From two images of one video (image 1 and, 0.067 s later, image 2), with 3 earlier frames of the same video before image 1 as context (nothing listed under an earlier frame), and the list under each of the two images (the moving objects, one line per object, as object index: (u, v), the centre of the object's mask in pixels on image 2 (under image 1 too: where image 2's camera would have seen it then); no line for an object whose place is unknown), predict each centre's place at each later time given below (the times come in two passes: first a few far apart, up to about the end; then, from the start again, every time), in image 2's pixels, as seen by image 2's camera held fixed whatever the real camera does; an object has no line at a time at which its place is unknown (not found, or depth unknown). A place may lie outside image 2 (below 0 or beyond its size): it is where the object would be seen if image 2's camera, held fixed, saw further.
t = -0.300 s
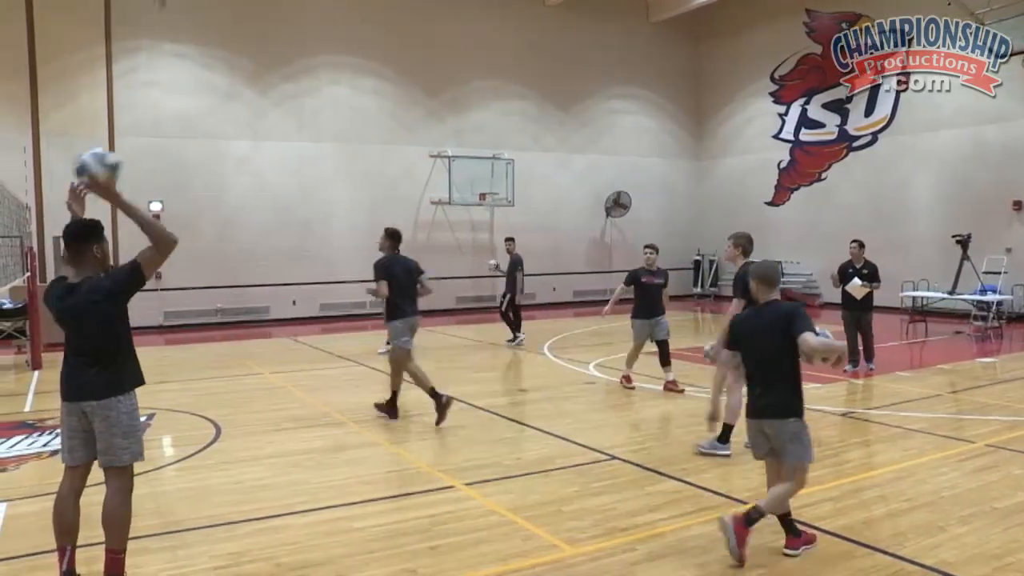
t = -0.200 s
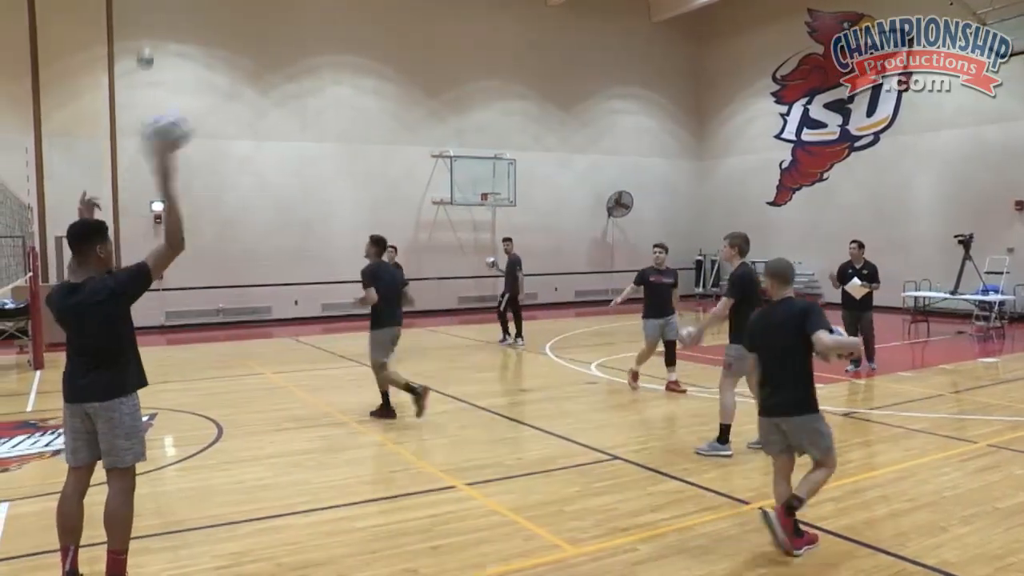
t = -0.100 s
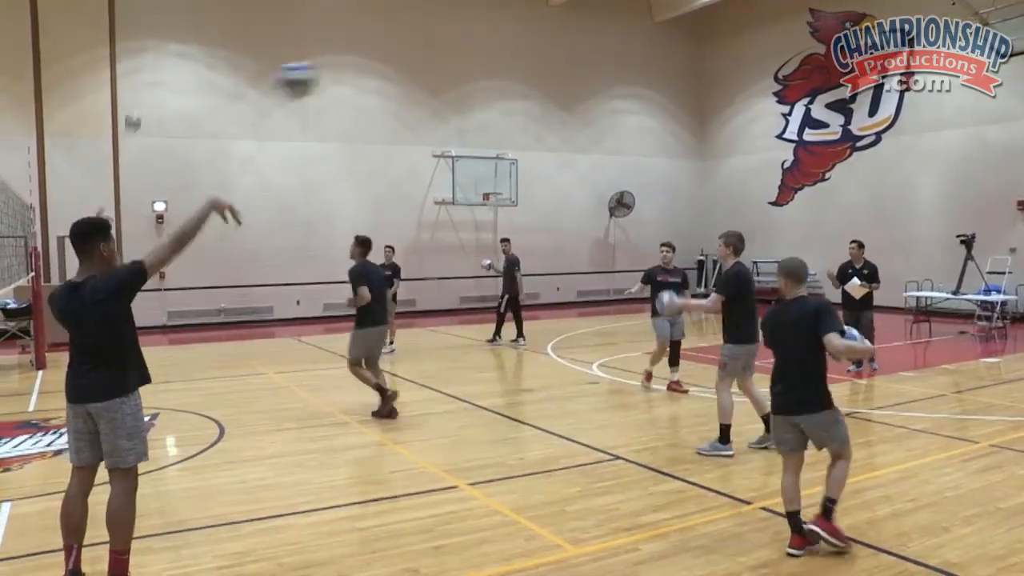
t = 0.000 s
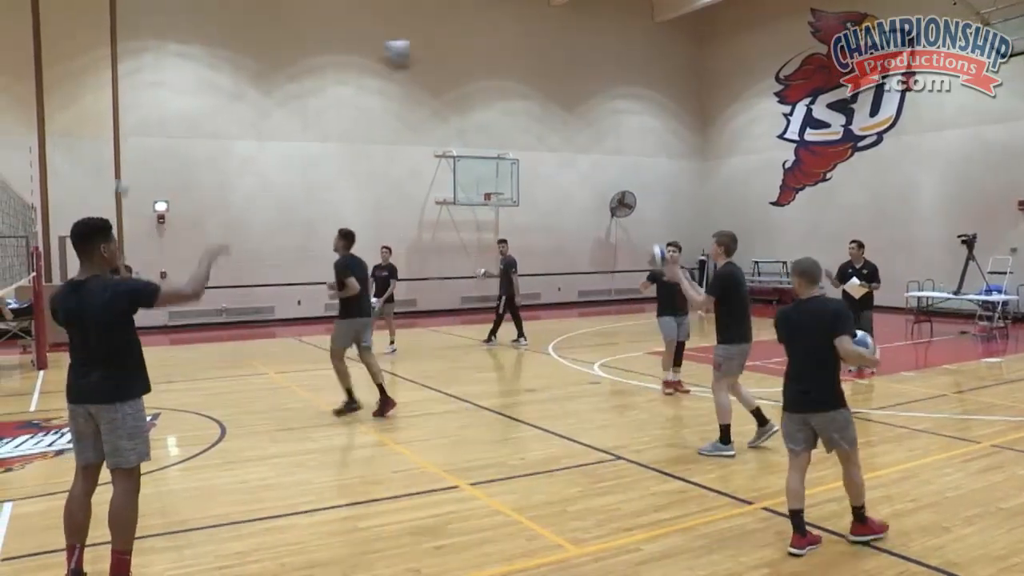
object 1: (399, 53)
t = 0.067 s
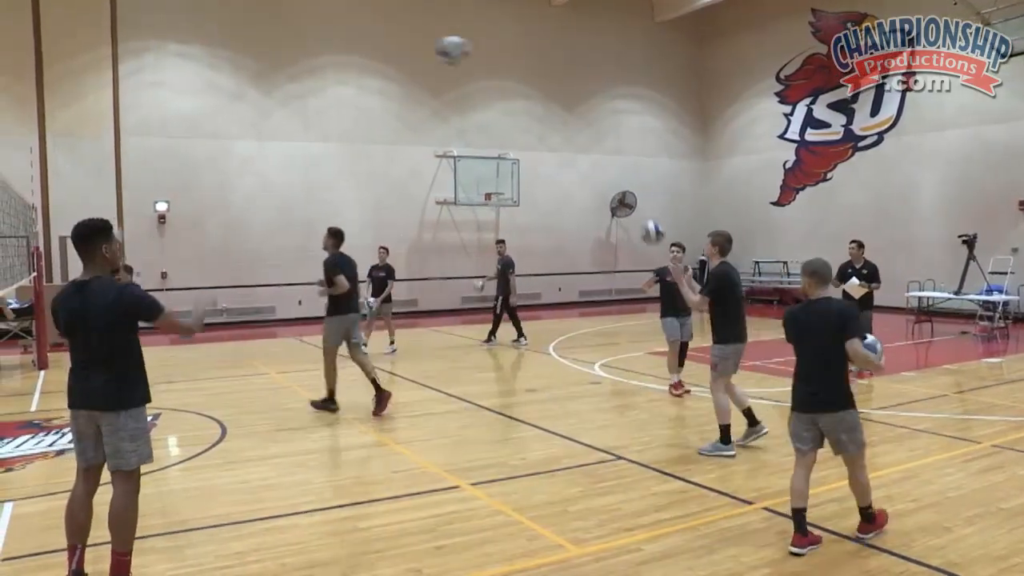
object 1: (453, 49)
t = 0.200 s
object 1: (540, 56)
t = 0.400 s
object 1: (635, 101)
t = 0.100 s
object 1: (478, 50)
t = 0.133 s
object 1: (501, 48)
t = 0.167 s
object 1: (523, 51)
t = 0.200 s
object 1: (540, 56)
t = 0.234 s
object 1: (561, 62)
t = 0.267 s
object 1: (577, 67)
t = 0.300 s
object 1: (593, 74)
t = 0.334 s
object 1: (608, 83)
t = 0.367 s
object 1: (622, 92)
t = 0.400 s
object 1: (635, 101)
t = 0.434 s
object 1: (647, 111)
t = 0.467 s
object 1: (658, 121)
